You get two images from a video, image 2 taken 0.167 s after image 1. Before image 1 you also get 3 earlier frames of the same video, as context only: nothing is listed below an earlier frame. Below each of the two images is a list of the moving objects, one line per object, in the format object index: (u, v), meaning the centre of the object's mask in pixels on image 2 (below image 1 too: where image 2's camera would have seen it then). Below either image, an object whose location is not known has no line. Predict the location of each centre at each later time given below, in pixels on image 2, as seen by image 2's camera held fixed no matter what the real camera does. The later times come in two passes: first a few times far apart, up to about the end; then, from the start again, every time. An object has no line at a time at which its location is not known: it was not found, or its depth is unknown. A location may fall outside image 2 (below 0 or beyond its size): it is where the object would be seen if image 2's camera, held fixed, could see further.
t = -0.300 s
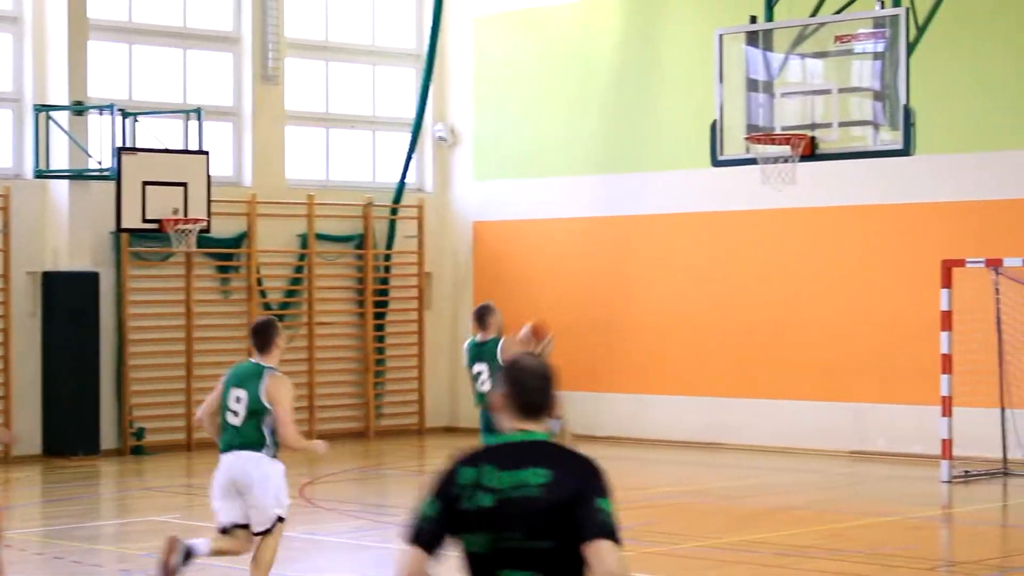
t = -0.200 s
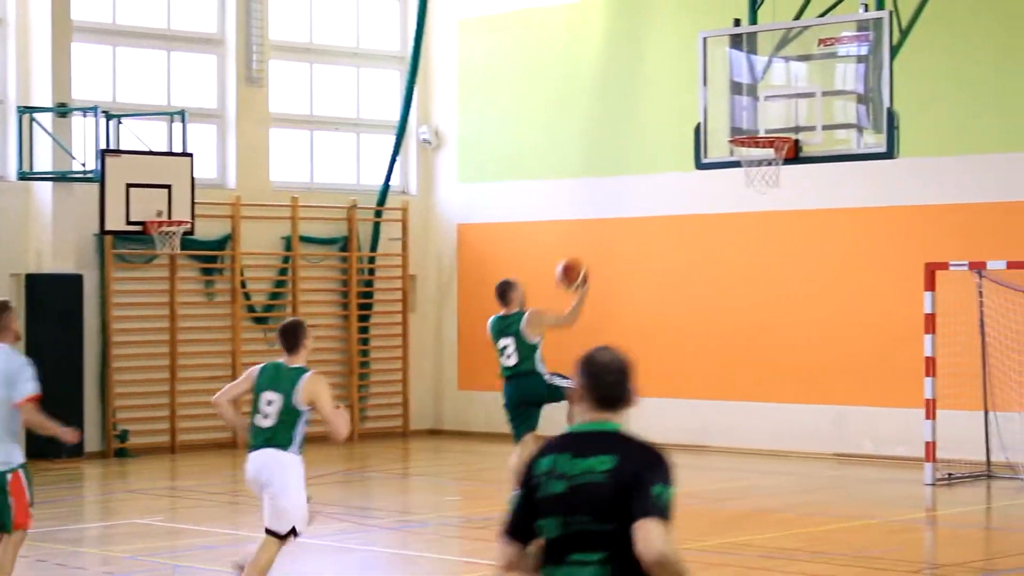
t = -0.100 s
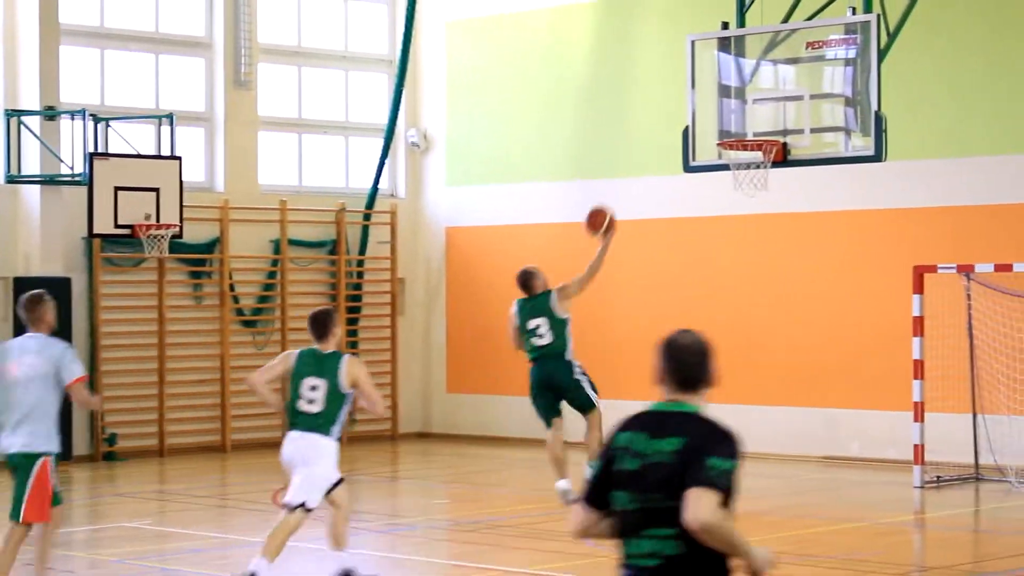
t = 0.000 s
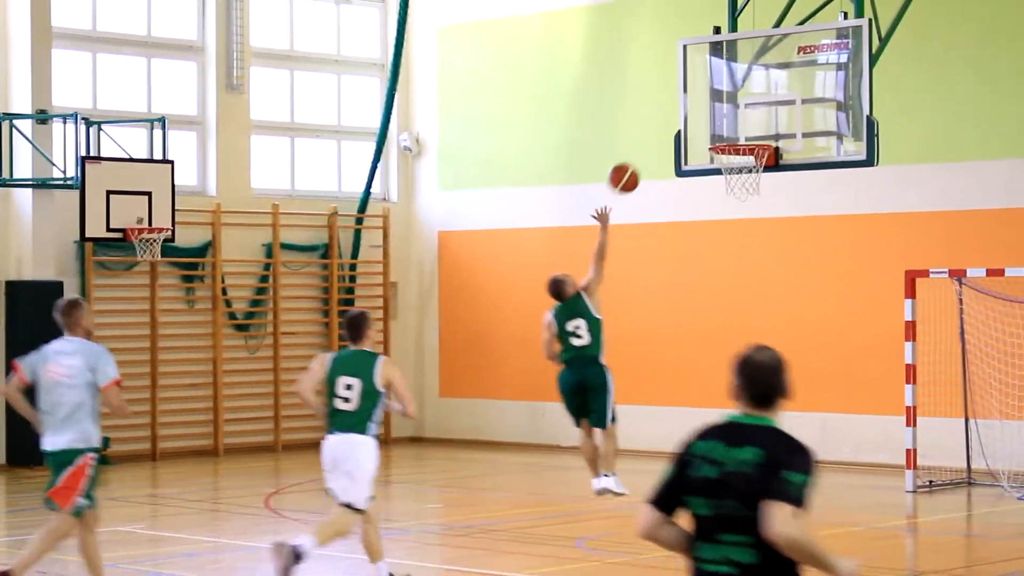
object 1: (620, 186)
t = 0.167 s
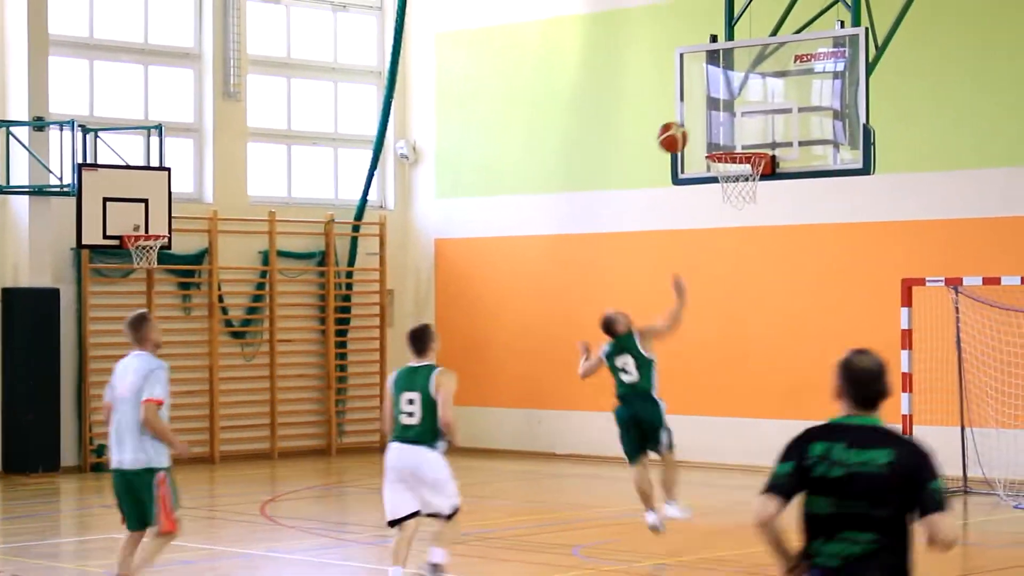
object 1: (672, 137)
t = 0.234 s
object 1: (693, 128)
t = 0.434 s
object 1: (748, 135)
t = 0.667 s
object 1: (727, 144)
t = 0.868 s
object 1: (746, 179)
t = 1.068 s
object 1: (768, 240)
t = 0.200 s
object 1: (683, 132)
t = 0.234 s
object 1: (693, 128)
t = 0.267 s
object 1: (703, 126)
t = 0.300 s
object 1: (712, 125)
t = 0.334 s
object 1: (723, 126)
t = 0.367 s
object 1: (732, 128)
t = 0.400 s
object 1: (744, 132)
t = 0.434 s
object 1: (748, 135)
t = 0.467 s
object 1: (745, 139)
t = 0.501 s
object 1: (742, 139)
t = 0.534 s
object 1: (739, 138)
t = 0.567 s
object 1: (736, 138)
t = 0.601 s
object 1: (733, 140)
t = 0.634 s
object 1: (730, 142)
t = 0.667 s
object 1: (727, 144)
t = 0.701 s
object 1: (724, 154)
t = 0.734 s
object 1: (727, 156)
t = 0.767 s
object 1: (732, 160)
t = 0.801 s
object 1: (735, 166)
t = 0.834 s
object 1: (741, 172)
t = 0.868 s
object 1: (746, 179)
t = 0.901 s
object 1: (751, 188)
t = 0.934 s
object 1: (754, 193)
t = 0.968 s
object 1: (757, 204)
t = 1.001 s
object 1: (761, 215)
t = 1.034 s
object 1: (764, 227)
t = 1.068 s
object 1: (768, 240)
